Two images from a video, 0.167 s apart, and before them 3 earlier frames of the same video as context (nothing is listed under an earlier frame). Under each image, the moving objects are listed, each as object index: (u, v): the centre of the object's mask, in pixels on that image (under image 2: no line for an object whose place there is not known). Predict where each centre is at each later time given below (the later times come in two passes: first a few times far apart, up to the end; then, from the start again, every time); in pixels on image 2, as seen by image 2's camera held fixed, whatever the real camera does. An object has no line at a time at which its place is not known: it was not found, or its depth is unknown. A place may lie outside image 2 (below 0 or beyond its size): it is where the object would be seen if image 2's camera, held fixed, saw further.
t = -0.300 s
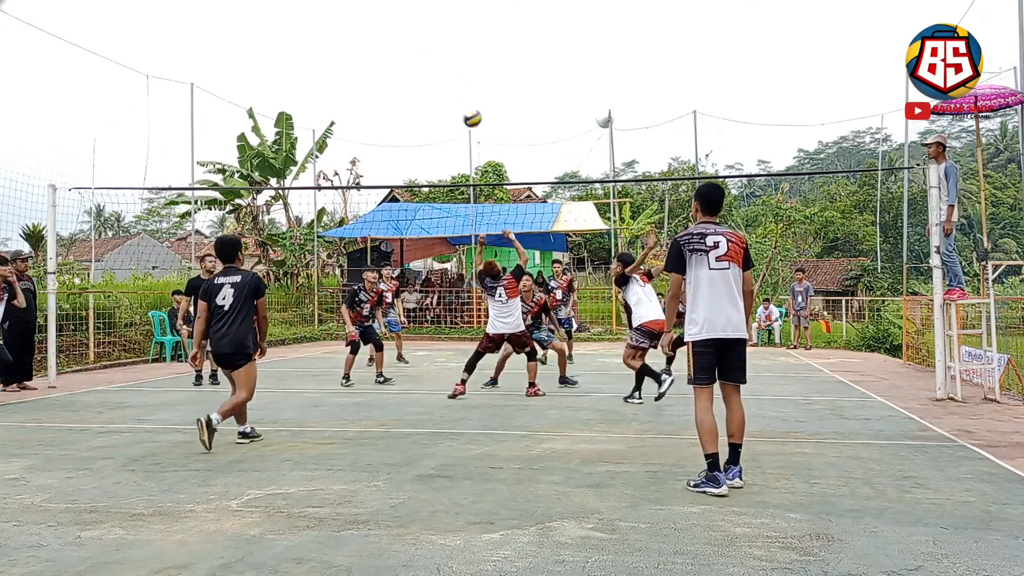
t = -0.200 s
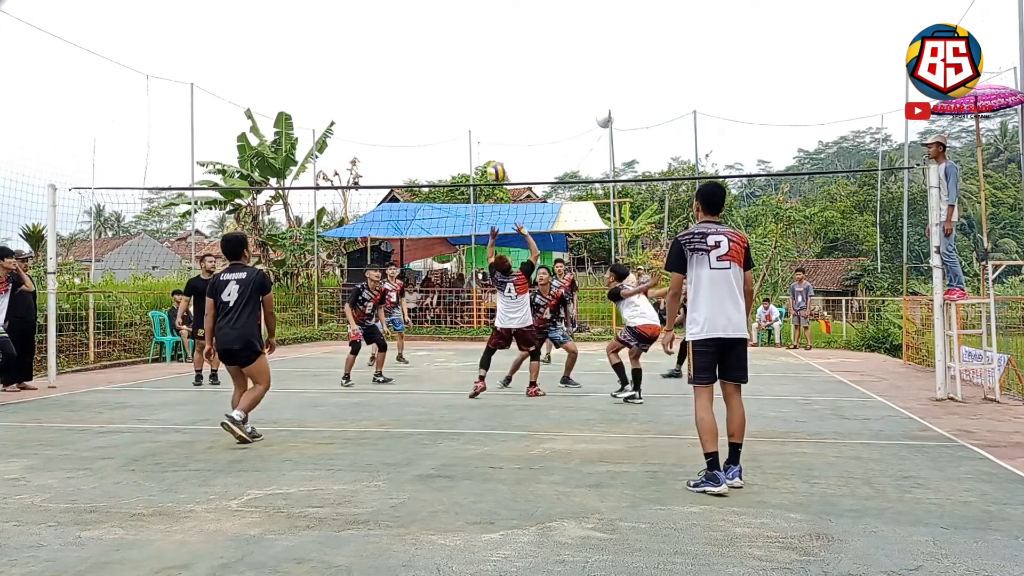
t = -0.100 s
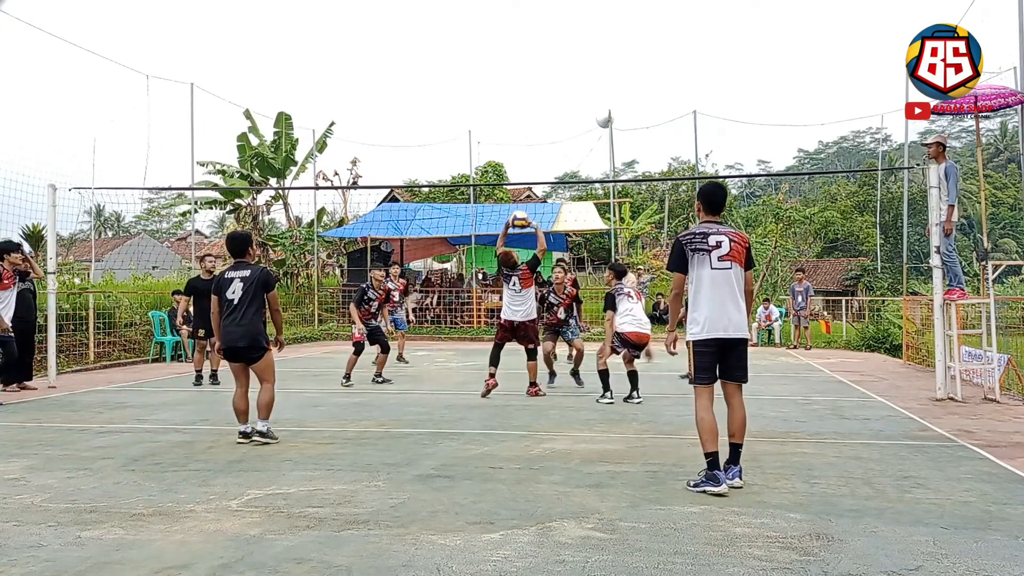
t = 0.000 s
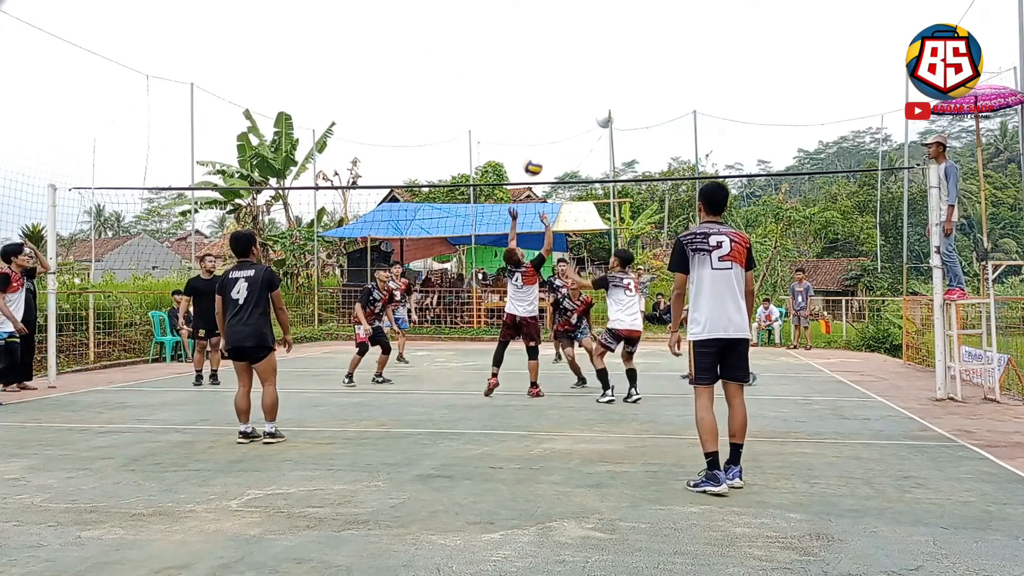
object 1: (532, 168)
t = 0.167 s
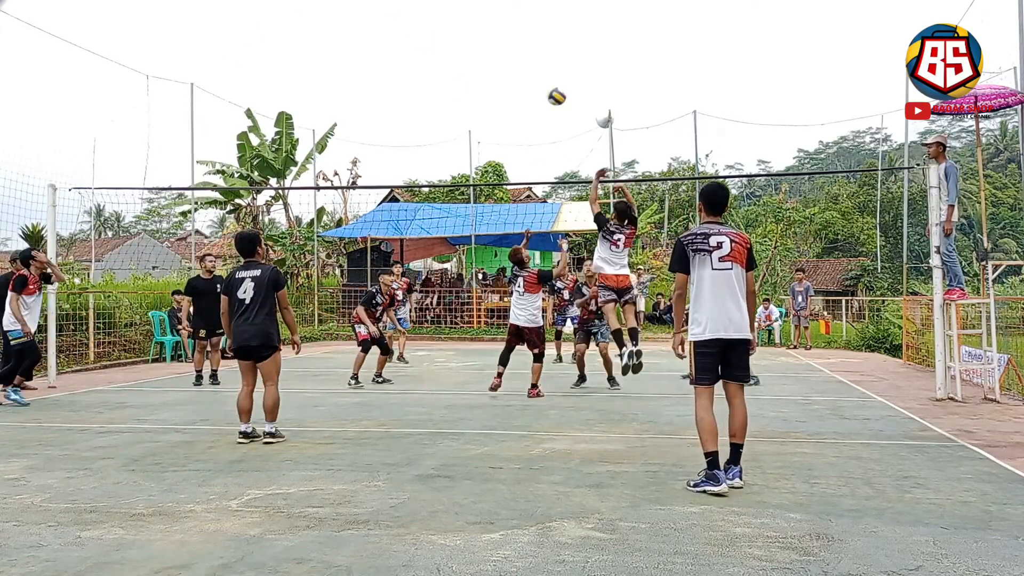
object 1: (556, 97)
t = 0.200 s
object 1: (561, 86)
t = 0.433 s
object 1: (597, 37)
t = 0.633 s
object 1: (624, 37)
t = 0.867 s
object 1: (658, 84)
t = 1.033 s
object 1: (680, 149)
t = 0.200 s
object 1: (561, 86)
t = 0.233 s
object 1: (566, 76)
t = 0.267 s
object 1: (571, 67)
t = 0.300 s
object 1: (576, 59)
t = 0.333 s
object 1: (582, 52)
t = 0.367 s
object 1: (586, 46)
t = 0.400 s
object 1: (591, 41)
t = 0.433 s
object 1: (597, 37)
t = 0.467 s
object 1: (600, 35)
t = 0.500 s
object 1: (605, 34)
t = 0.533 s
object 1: (610, 33)
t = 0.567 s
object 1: (615, 33)
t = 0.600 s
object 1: (620, 35)
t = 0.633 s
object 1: (624, 37)
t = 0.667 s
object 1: (629, 41)
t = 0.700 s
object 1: (634, 46)
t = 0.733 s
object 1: (639, 51)
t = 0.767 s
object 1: (644, 58)
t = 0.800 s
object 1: (648, 66)
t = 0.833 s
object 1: (653, 74)
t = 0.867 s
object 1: (658, 84)
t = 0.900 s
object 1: (662, 95)
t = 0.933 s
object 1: (667, 107)
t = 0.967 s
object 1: (671, 120)
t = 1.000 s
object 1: (676, 134)
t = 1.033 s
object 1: (680, 149)
